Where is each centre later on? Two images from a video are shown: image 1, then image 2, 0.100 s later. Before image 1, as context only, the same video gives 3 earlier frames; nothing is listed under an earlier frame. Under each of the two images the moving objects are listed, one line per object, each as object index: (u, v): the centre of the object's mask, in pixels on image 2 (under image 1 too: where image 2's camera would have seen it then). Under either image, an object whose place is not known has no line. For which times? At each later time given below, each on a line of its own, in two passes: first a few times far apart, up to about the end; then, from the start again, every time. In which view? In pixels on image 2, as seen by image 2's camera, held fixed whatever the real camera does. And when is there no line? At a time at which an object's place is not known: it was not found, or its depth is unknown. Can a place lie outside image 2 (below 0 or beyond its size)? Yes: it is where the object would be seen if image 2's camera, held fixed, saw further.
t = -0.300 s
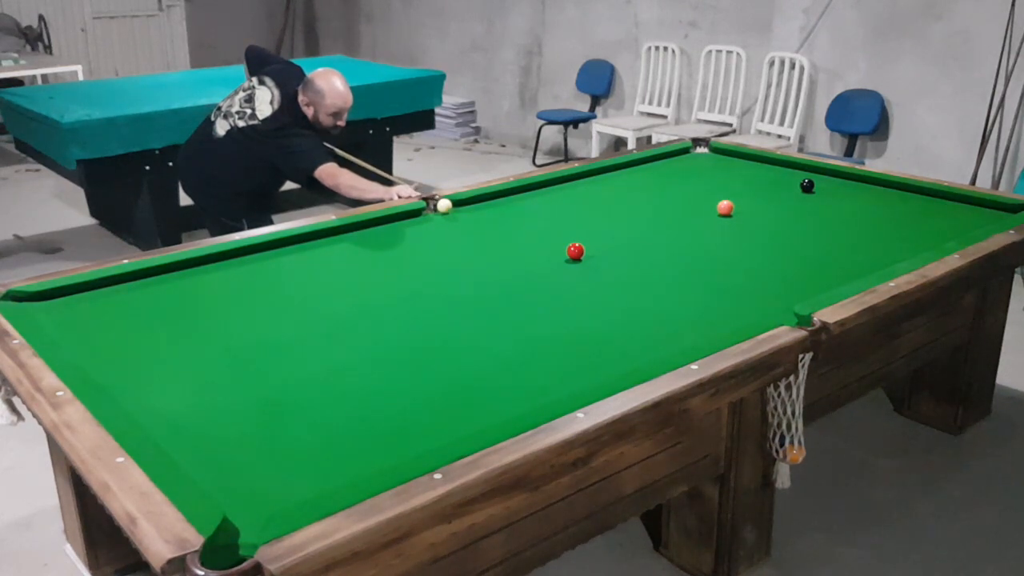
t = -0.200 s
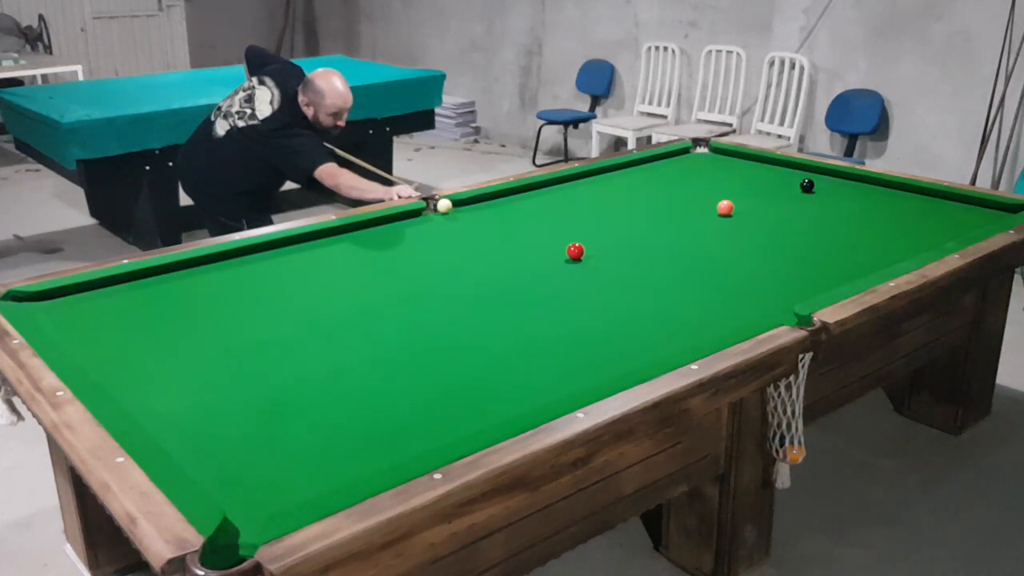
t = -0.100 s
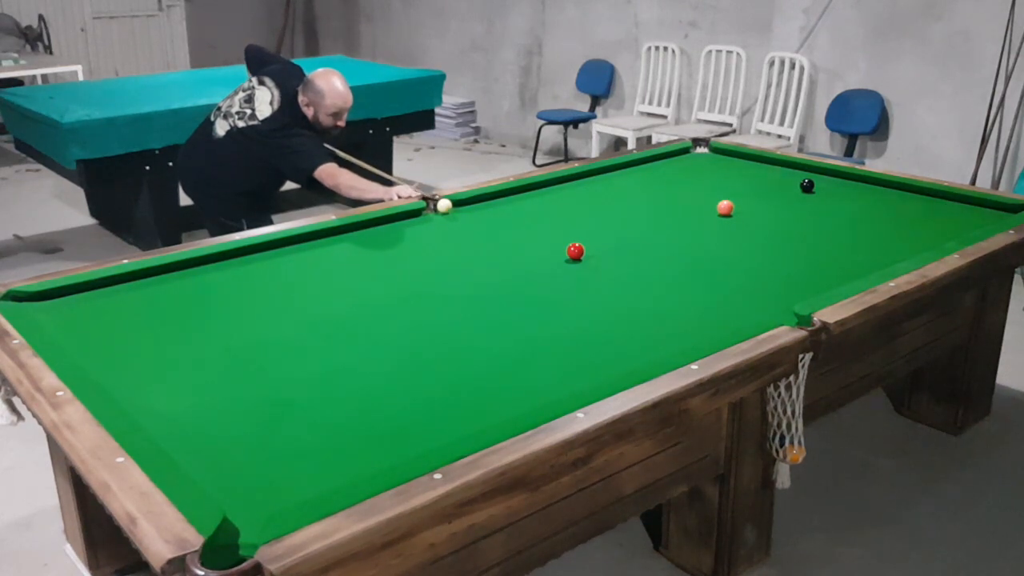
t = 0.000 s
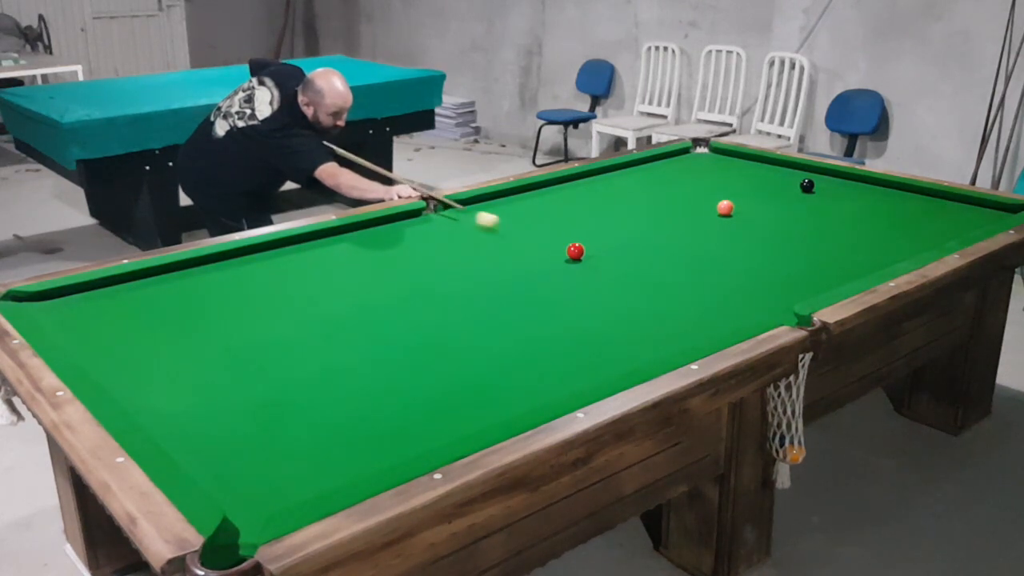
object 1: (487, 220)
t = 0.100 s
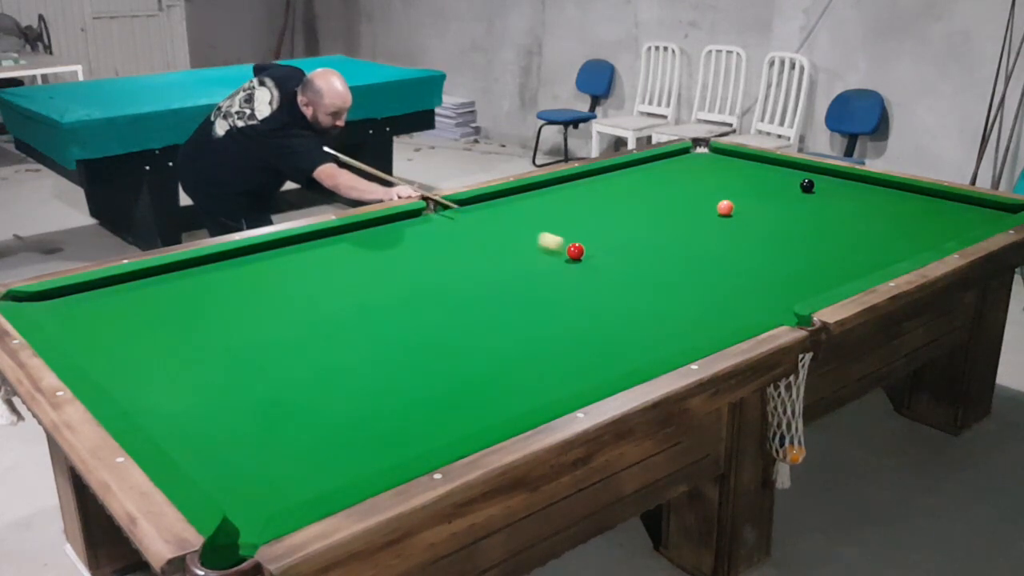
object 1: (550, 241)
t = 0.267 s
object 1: (584, 249)
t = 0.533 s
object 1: (649, 263)
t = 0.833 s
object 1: (730, 281)
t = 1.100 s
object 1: (803, 295)
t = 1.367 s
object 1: (771, 280)
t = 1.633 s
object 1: (741, 265)
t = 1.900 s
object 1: (715, 252)
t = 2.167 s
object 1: (693, 241)
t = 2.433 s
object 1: (673, 232)
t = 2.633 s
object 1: (660, 226)
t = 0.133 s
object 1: (565, 246)
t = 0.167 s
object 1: (569, 247)
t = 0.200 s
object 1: (573, 247)
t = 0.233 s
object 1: (578, 248)
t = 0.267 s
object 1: (584, 249)
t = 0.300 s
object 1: (591, 250)
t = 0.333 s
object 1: (598, 251)
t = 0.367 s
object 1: (606, 253)
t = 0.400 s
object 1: (614, 255)
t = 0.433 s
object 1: (623, 257)
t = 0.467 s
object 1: (631, 259)
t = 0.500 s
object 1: (640, 261)
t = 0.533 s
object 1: (649, 263)
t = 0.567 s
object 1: (658, 265)
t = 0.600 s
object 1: (666, 267)
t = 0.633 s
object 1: (675, 269)
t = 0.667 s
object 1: (684, 271)
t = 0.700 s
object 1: (693, 273)
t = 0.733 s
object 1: (702, 275)
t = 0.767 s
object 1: (711, 277)
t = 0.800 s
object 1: (721, 279)
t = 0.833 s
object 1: (730, 281)
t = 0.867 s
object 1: (739, 283)
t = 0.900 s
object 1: (748, 285)
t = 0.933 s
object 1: (758, 288)
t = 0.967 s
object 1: (767, 289)
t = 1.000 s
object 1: (777, 292)
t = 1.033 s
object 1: (786, 294)
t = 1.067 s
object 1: (795, 295)
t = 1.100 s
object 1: (803, 295)
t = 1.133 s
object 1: (800, 294)
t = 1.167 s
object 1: (796, 293)
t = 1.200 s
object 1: (792, 291)
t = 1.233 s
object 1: (787, 289)
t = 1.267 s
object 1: (783, 287)
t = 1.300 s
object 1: (779, 285)
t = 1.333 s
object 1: (775, 282)
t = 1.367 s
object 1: (771, 280)
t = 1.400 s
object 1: (767, 278)
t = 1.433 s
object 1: (763, 276)
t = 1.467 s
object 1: (759, 275)
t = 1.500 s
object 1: (755, 273)
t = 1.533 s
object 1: (752, 271)
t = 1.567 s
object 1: (748, 269)
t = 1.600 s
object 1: (745, 267)
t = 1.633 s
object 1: (741, 265)
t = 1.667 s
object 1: (738, 264)
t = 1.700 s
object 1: (734, 262)
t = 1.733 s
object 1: (731, 260)
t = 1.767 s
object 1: (728, 258)
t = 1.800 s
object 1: (725, 257)
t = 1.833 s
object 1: (722, 255)
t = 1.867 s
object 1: (719, 254)
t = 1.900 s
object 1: (715, 252)
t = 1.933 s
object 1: (712, 251)
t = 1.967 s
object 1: (710, 249)
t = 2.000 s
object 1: (707, 248)
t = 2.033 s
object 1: (704, 246)
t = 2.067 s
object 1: (701, 245)
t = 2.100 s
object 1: (698, 244)
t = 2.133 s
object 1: (696, 243)
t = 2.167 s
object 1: (693, 241)
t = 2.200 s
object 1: (691, 240)
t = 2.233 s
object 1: (688, 239)
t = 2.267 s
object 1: (686, 237)
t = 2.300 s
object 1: (683, 237)
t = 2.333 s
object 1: (680, 235)
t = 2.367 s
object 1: (678, 234)
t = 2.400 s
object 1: (676, 233)
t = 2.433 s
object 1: (673, 232)
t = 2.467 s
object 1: (671, 231)
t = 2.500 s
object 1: (669, 230)
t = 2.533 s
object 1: (667, 228)
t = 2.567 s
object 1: (664, 227)
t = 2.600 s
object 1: (662, 226)
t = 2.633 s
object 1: (660, 226)
